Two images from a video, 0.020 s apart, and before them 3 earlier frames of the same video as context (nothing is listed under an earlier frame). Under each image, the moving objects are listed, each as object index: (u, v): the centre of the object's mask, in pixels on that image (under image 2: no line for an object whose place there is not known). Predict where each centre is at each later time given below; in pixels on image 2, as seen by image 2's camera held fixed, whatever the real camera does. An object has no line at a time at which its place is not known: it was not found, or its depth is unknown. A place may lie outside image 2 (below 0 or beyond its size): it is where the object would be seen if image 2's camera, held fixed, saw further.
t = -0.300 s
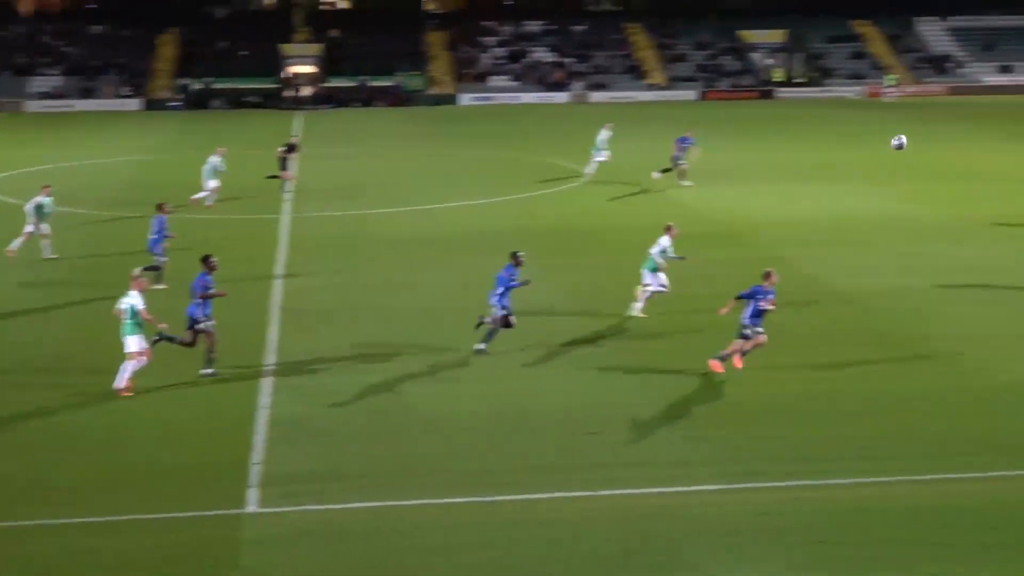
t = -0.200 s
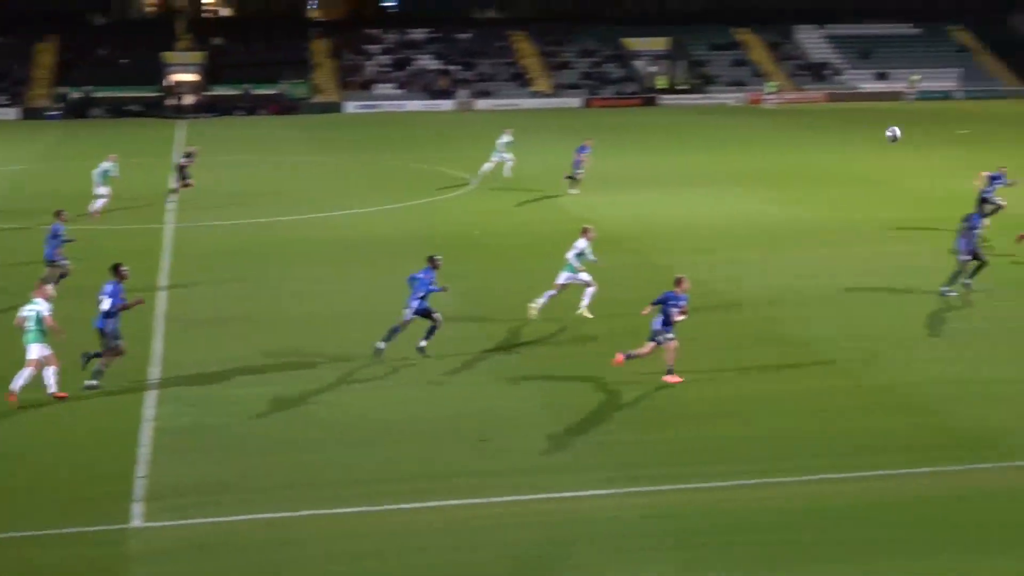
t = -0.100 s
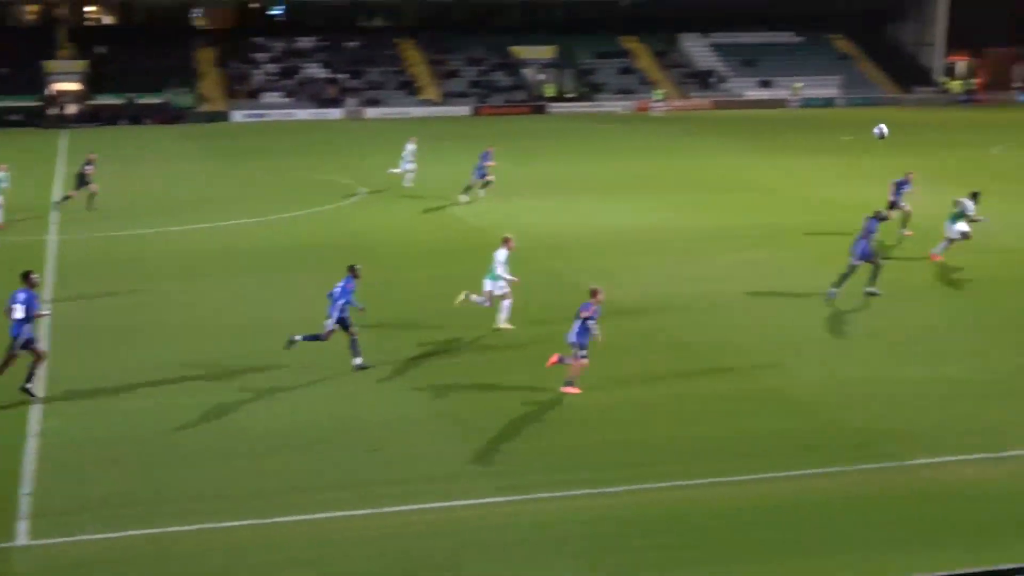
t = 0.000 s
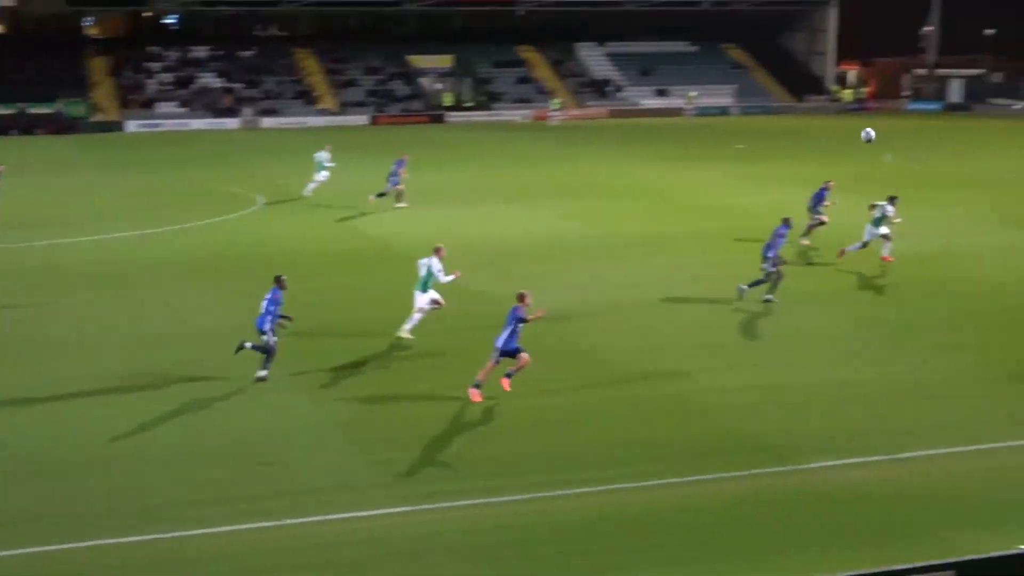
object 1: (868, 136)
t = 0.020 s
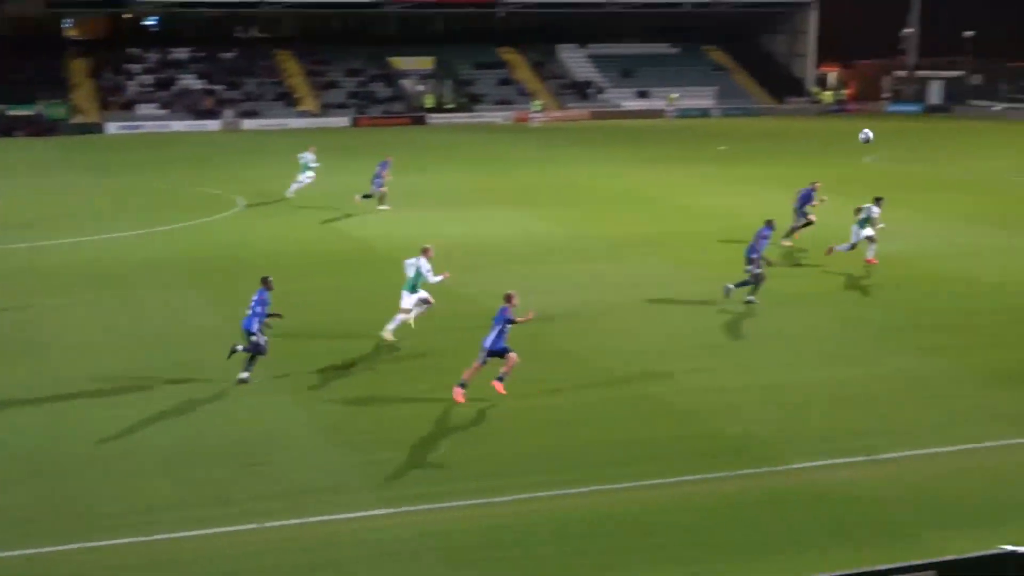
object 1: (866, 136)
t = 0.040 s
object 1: (883, 136)
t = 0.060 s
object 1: (899, 137)
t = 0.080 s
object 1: (915, 138)
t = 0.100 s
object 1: (931, 138)
